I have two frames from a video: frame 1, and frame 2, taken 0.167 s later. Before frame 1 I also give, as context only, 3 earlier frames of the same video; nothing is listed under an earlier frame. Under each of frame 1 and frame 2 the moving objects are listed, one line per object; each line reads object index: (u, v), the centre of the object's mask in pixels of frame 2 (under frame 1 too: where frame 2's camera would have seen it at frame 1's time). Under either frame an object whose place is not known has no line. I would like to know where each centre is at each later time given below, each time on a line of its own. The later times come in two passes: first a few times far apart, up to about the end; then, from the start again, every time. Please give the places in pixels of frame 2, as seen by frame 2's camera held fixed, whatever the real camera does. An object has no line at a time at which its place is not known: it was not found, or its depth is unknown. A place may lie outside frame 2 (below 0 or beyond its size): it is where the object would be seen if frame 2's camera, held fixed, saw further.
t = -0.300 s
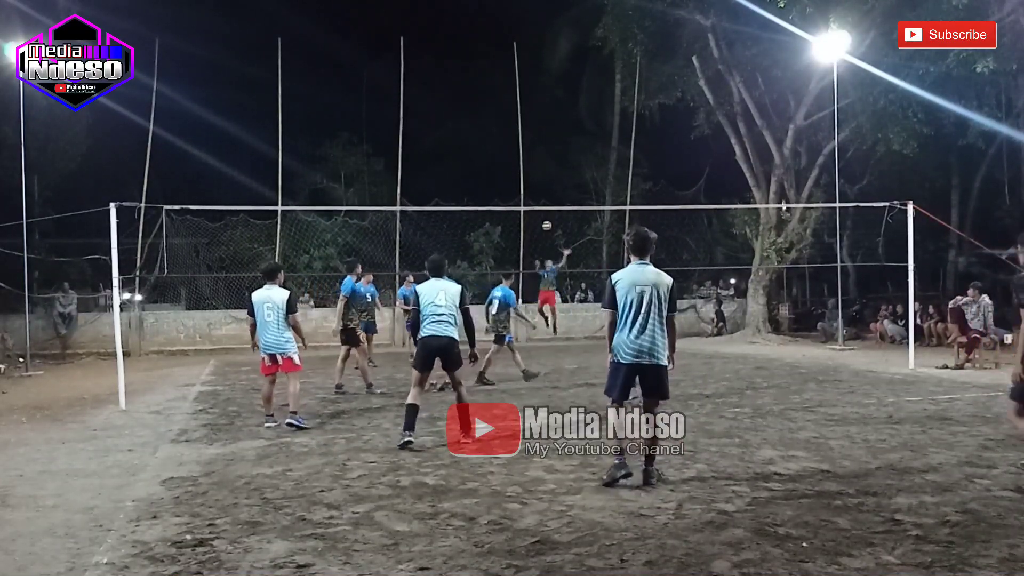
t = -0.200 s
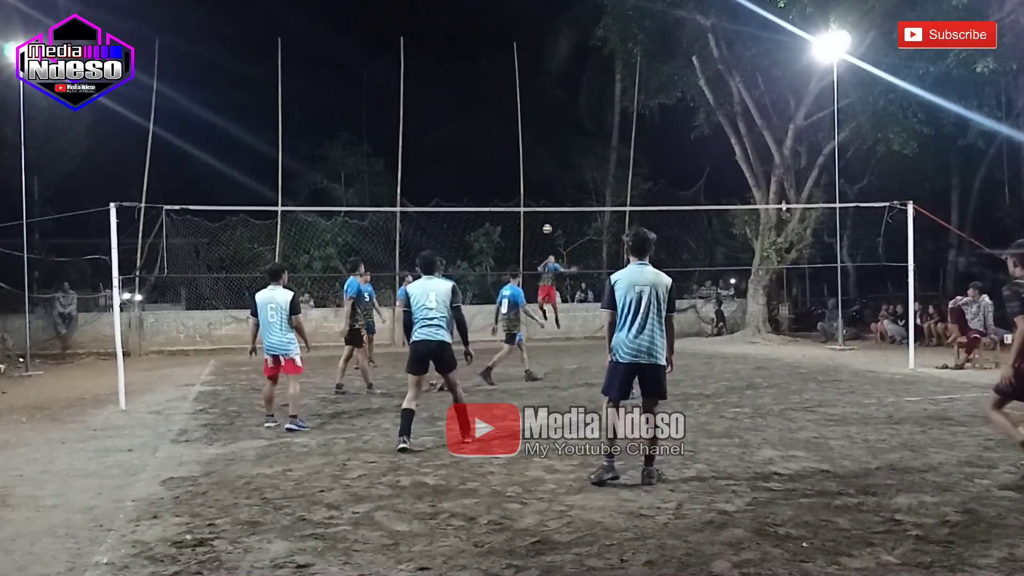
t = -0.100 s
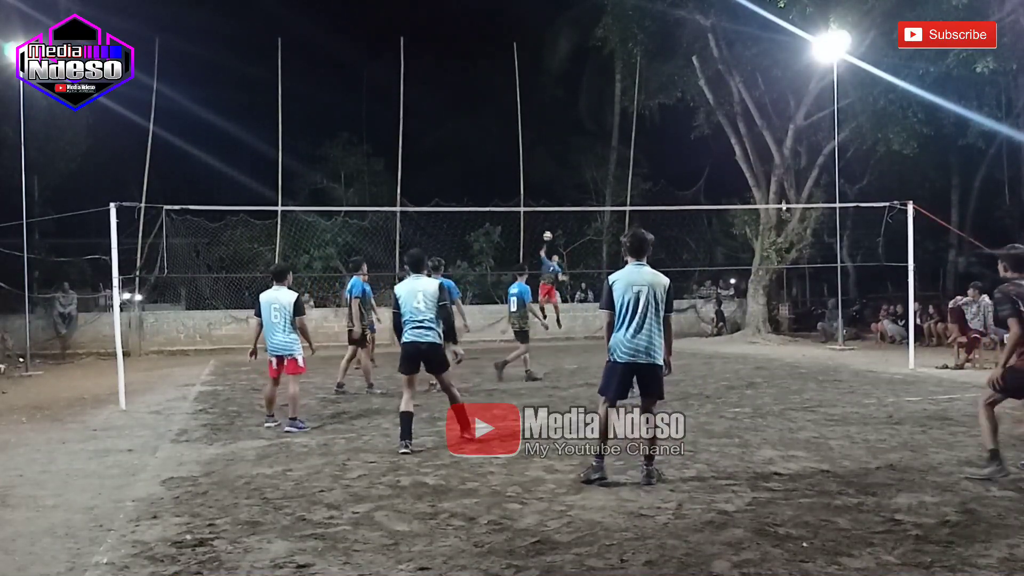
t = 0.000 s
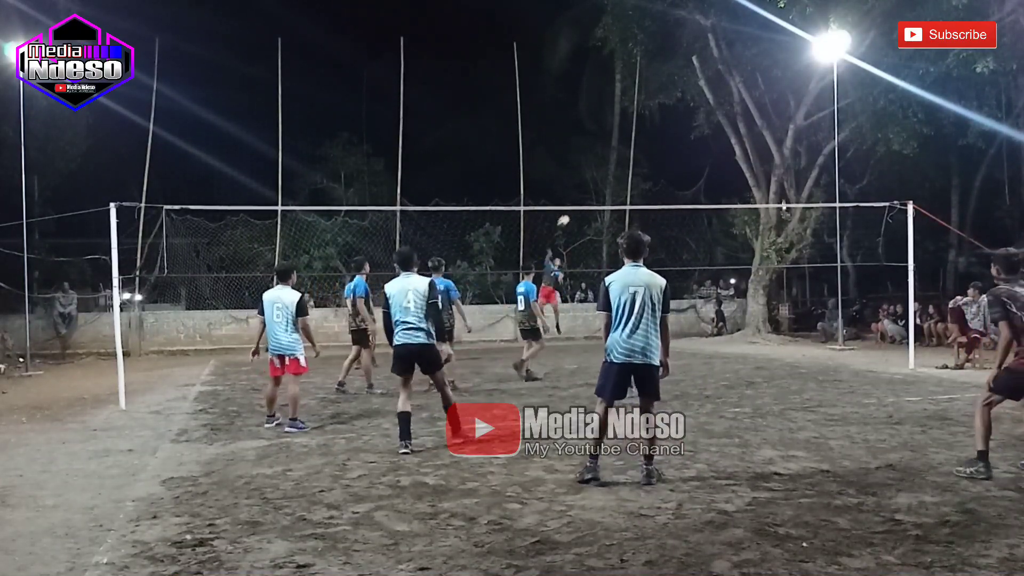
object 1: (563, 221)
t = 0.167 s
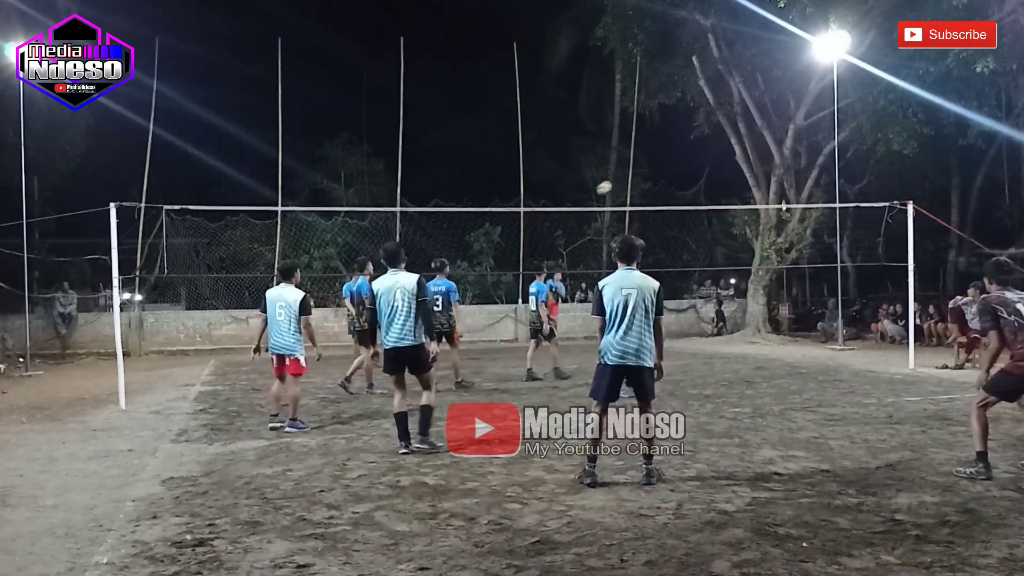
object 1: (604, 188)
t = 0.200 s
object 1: (614, 182)
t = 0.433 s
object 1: (709, 156)
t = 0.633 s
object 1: (845, 166)
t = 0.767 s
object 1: (986, 206)
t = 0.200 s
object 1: (614, 182)
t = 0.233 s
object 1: (625, 176)
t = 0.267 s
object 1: (637, 171)
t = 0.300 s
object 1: (649, 167)
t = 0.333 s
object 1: (663, 163)
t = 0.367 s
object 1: (677, 160)
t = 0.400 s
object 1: (692, 158)
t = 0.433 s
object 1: (709, 156)
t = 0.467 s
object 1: (727, 155)
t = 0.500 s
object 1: (748, 155)
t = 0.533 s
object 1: (769, 155)
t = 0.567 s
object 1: (791, 158)
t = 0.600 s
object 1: (817, 160)
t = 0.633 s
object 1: (845, 166)
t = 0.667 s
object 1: (875, 173)
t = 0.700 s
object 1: (908, 182)
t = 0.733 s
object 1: (945, 192)
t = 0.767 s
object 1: (986, 206)
